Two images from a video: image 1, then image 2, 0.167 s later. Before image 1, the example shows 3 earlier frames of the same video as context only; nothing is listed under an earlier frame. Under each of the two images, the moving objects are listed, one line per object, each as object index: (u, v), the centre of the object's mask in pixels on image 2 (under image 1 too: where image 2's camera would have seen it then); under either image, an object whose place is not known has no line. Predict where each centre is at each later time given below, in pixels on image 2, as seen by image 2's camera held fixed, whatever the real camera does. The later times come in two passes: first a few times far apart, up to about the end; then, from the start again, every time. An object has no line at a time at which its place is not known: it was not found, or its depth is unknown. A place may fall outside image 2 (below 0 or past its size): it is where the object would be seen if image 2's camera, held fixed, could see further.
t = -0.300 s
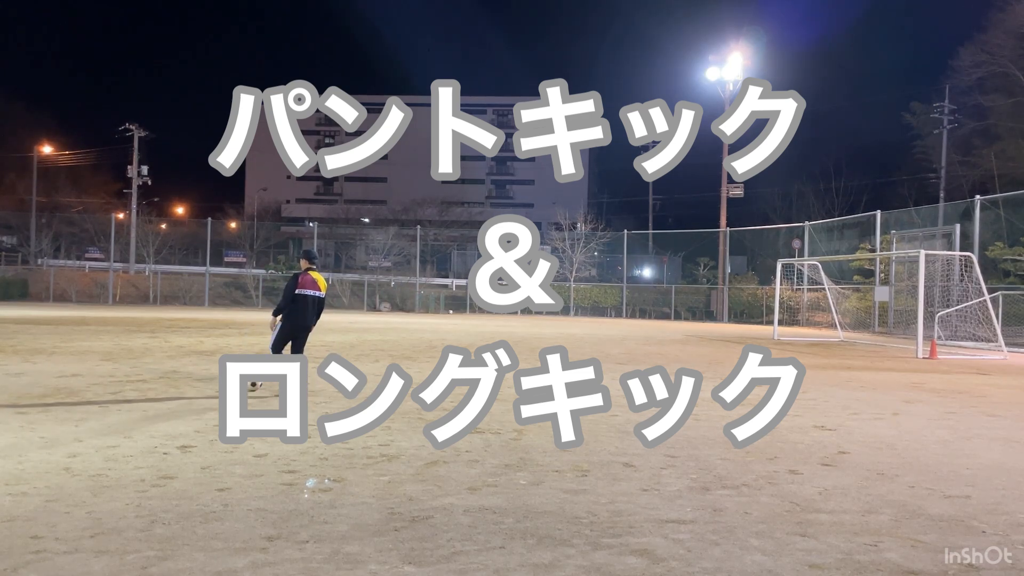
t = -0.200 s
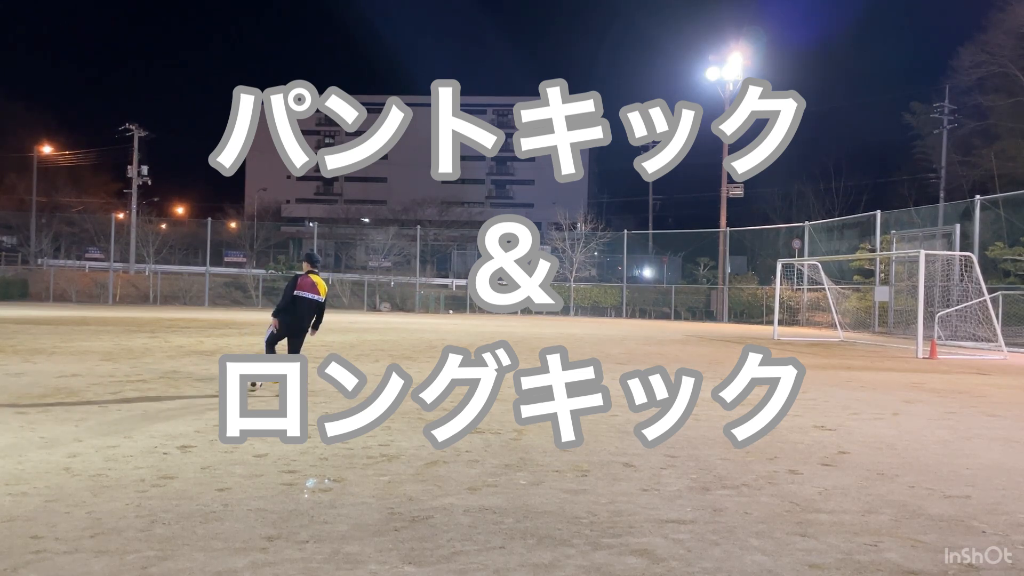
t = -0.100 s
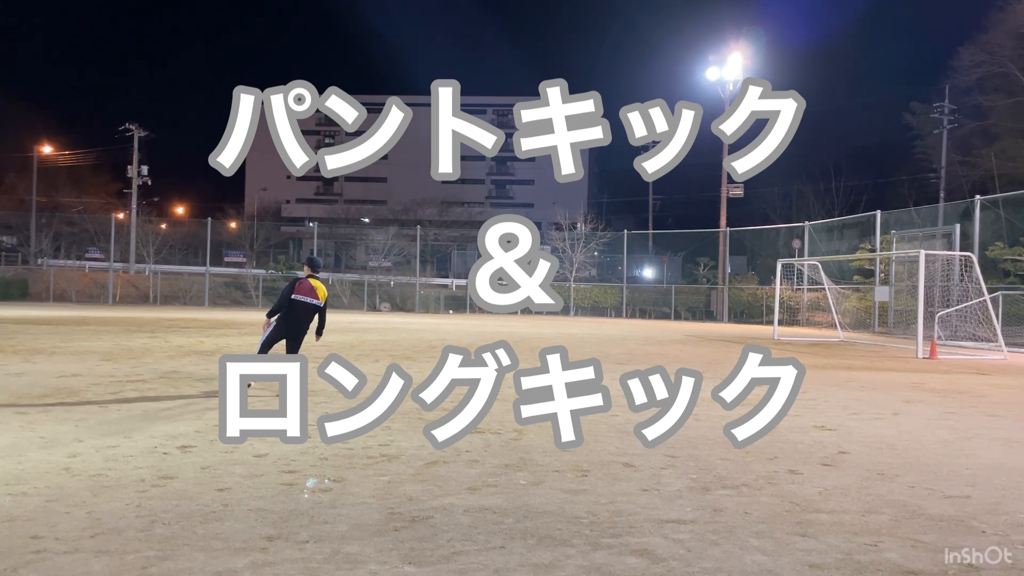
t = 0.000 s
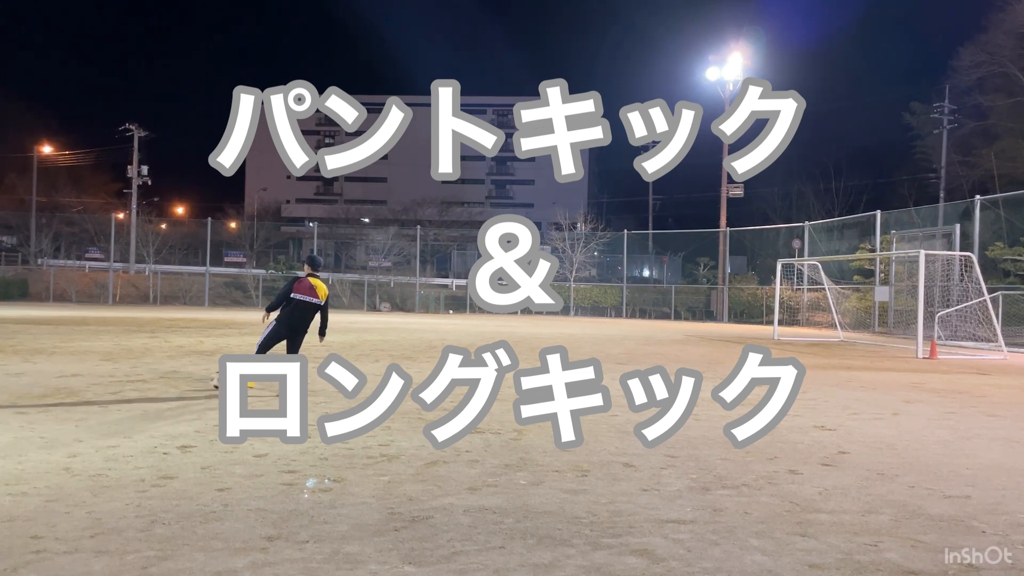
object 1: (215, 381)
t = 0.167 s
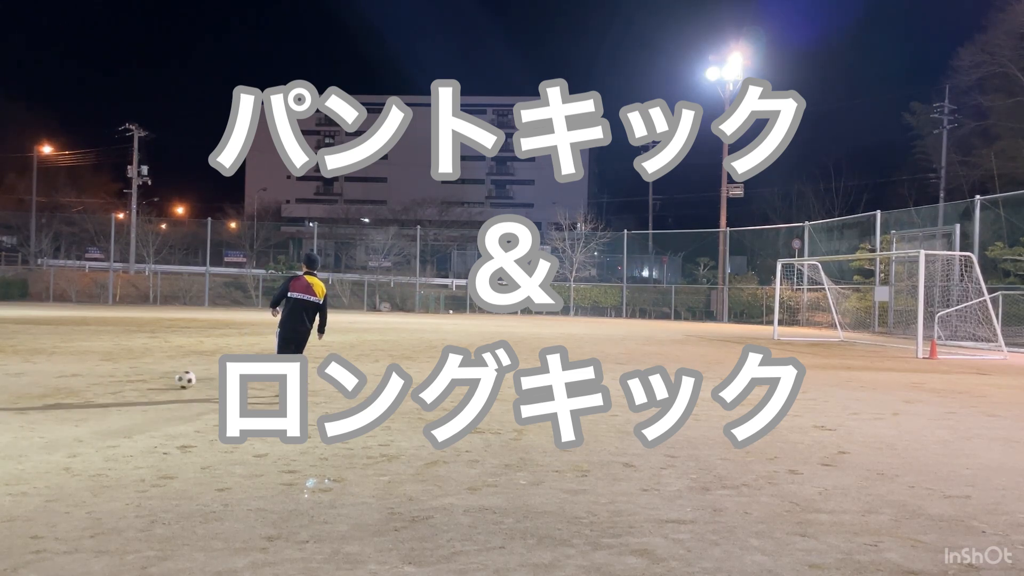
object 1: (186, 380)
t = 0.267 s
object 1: (167, 379)
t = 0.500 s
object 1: (121, 377)
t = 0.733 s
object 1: (81, 377)
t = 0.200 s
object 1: (178, 379)
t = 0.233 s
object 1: (175, 379)
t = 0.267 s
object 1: (167, 379)
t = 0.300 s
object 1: (160, 379)
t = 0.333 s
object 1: (152, 379)
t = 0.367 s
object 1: (145, 378)
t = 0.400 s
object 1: (142, 378)
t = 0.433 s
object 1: (135, 378)
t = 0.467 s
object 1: (128, 378)
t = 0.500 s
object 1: (121, 377)
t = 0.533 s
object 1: (114, 378)
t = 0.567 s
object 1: (111, 377)
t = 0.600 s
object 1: (104, 377)
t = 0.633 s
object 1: (97, 377)
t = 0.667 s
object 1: (91, 377)
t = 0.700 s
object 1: (84, 377)
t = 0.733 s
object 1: (81, 377)
